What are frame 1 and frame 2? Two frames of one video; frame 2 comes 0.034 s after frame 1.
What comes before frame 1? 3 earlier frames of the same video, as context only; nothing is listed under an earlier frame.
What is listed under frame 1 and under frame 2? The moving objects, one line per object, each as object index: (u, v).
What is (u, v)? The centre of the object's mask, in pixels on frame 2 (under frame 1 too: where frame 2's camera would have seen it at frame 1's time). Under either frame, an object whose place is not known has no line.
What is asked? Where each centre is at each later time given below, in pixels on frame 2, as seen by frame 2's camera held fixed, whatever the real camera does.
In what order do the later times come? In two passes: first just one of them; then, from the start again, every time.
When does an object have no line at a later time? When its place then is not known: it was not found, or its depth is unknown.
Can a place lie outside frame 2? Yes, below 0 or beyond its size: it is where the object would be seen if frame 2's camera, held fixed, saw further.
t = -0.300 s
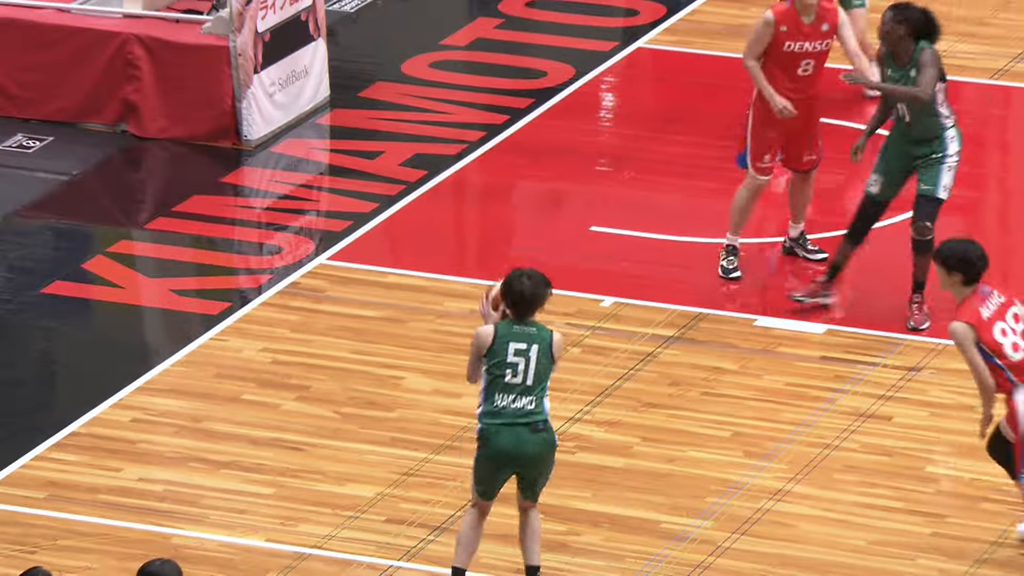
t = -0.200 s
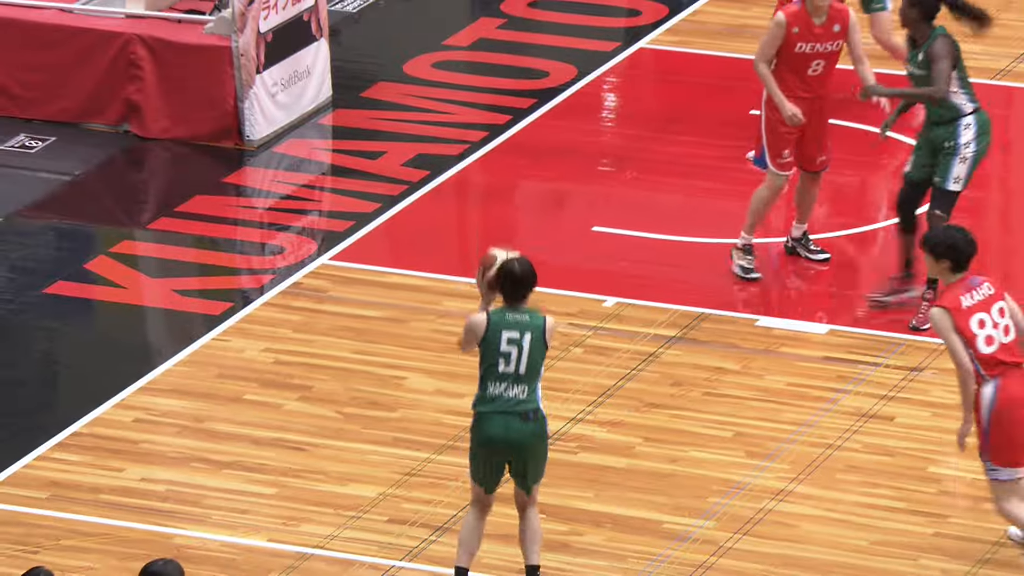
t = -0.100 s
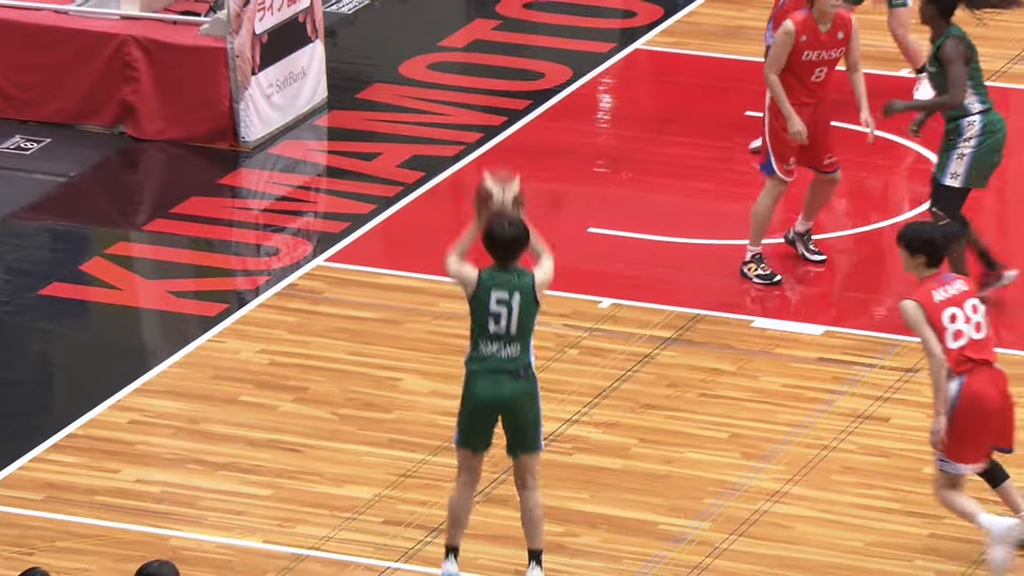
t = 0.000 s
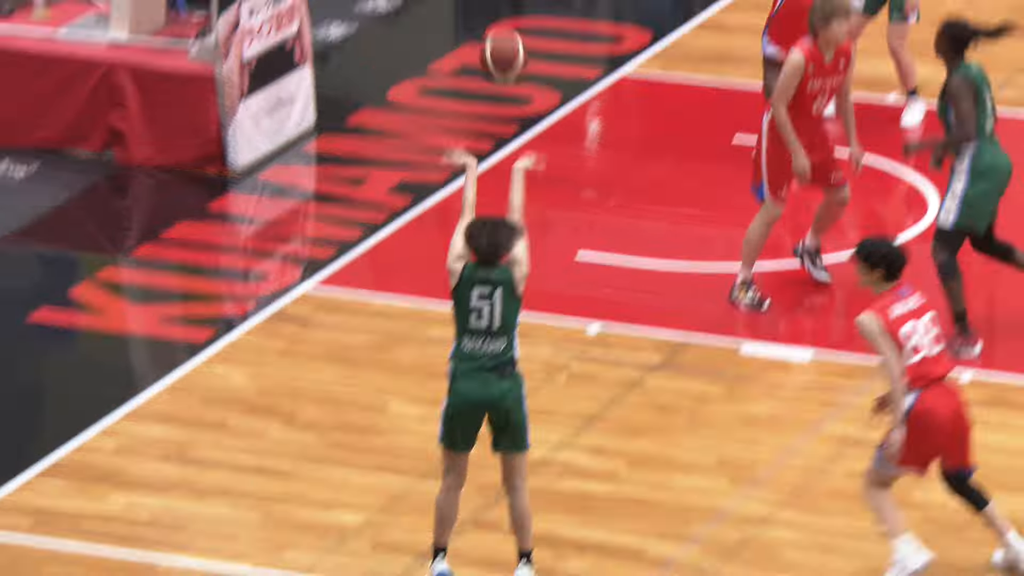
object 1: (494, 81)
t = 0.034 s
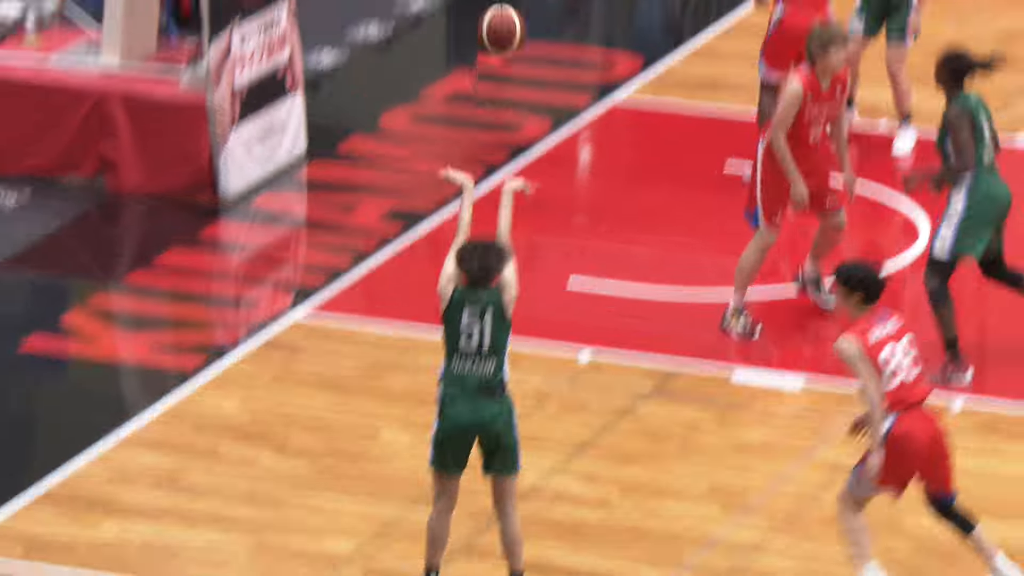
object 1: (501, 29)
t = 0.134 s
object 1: (523, -115)
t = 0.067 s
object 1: (509, -18)
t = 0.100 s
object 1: (516, -66)
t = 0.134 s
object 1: (523, -115)
